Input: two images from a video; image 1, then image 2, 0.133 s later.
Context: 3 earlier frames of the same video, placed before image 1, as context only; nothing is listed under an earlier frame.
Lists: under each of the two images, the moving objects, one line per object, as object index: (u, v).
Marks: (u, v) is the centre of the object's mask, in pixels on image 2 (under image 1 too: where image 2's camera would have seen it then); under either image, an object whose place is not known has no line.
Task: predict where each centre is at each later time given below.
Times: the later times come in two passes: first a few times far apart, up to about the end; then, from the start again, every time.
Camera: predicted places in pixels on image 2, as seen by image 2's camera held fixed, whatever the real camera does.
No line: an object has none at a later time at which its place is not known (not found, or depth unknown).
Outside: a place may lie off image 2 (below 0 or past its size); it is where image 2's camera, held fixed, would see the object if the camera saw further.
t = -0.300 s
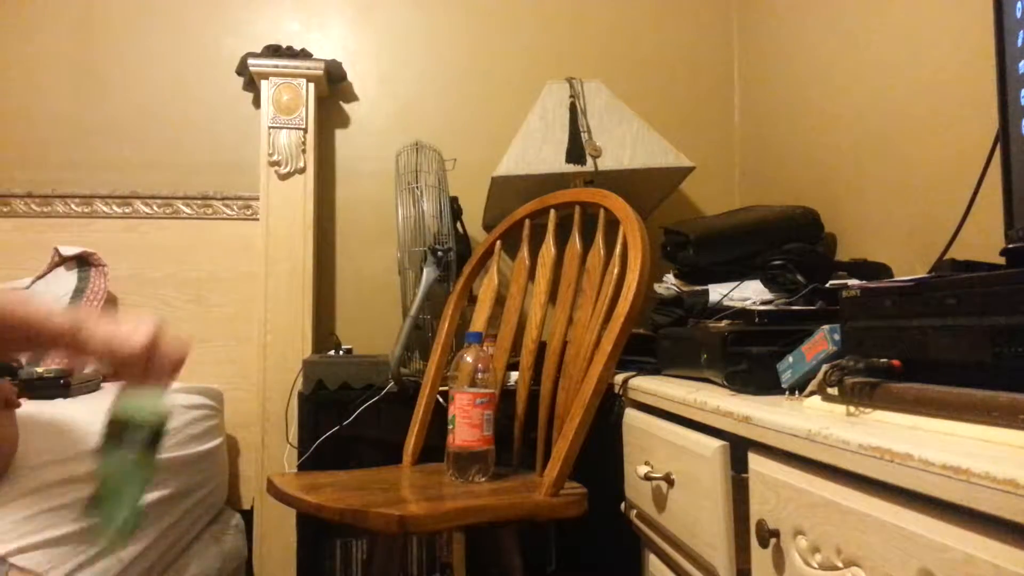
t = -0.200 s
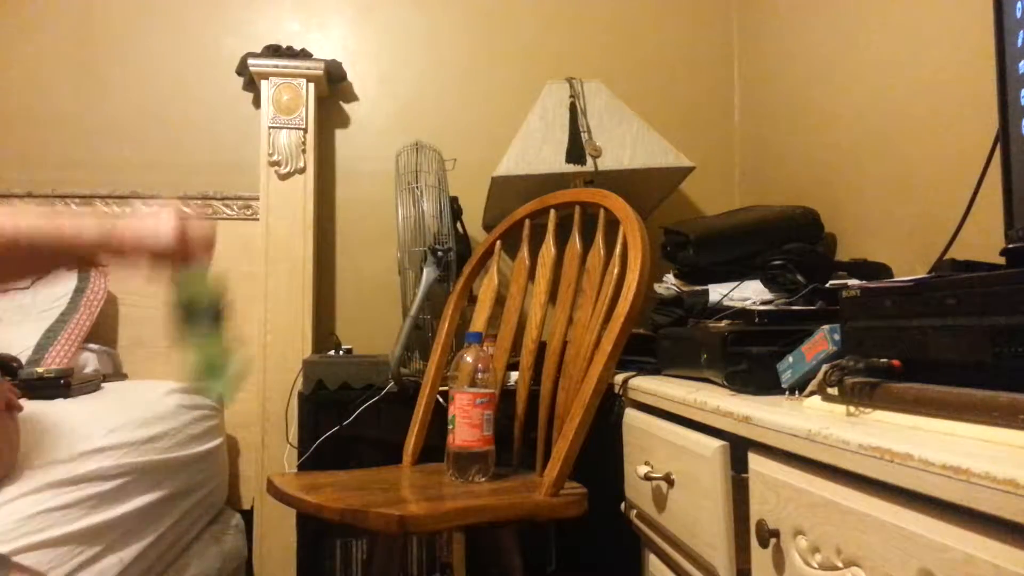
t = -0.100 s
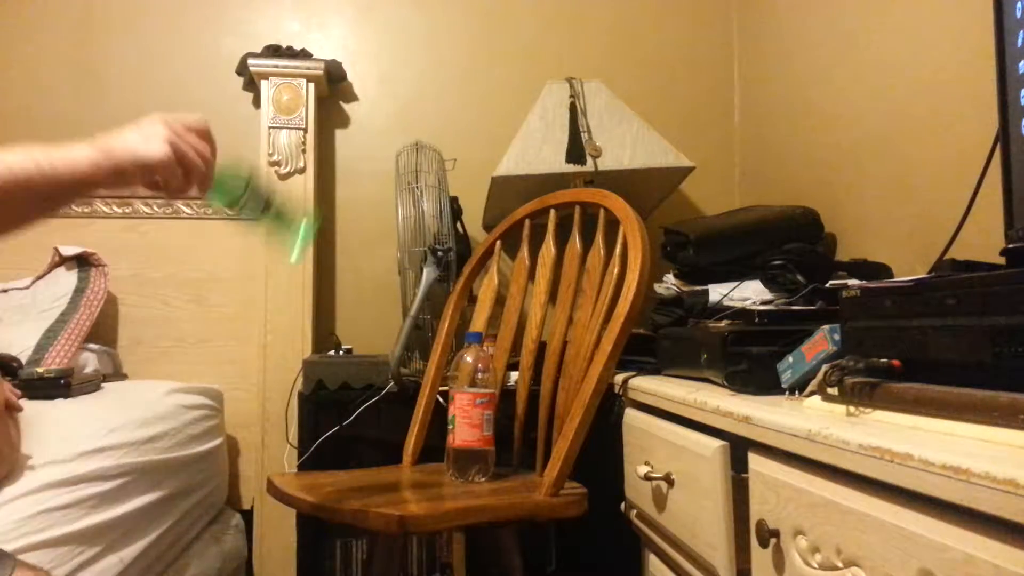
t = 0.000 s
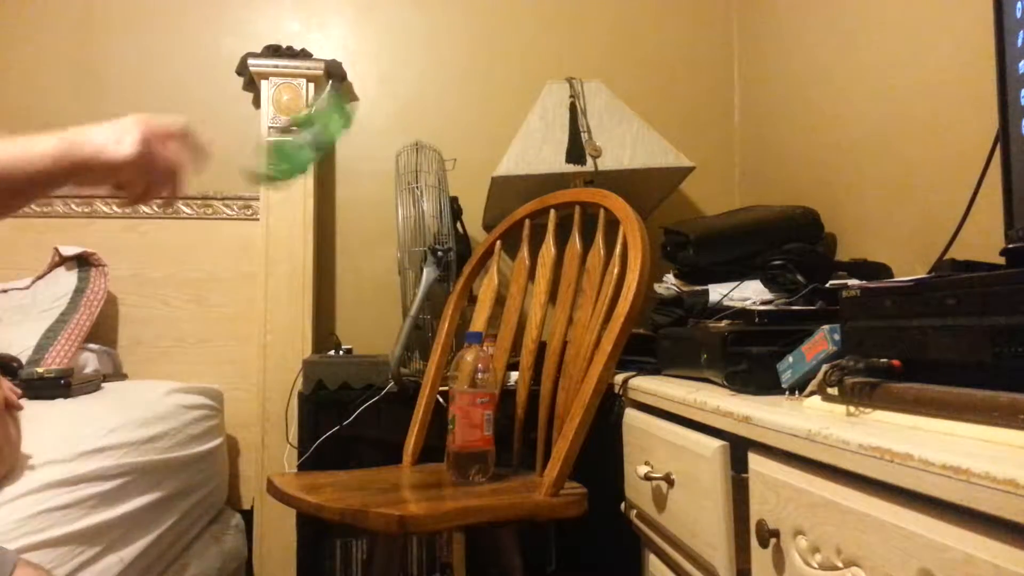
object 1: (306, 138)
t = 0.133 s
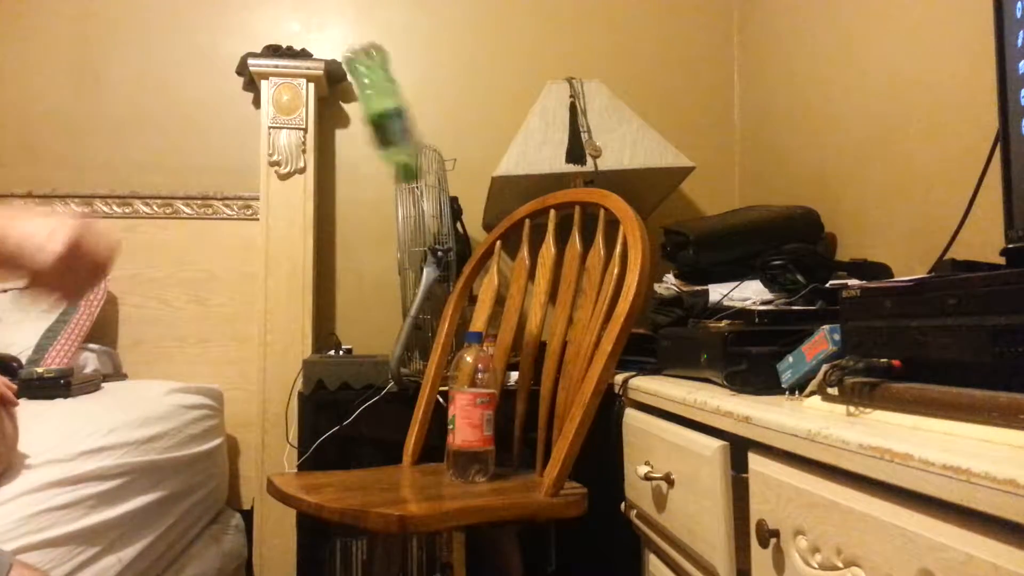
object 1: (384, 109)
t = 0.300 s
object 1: (441, 200)
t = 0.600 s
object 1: (497, 426)
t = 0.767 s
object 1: (512, 427)
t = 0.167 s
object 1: (398, 111)
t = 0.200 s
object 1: (409, 121)
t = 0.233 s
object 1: (420, 139)
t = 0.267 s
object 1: (431, 165)
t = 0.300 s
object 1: (441, 200)
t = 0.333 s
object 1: (451, 247)
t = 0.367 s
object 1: (460, 291)
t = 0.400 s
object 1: (476, 335)
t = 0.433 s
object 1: (484, 415)
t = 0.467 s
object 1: (486, 427)
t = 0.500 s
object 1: (490, 427)
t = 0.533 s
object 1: (493, 427)
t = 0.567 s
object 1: (495, 427)
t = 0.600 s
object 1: (497, 426)
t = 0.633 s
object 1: (500, 427)
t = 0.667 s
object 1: (503, 427)
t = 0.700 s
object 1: (507, 428)
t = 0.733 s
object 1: (510, 428)
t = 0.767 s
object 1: (512, 427)
